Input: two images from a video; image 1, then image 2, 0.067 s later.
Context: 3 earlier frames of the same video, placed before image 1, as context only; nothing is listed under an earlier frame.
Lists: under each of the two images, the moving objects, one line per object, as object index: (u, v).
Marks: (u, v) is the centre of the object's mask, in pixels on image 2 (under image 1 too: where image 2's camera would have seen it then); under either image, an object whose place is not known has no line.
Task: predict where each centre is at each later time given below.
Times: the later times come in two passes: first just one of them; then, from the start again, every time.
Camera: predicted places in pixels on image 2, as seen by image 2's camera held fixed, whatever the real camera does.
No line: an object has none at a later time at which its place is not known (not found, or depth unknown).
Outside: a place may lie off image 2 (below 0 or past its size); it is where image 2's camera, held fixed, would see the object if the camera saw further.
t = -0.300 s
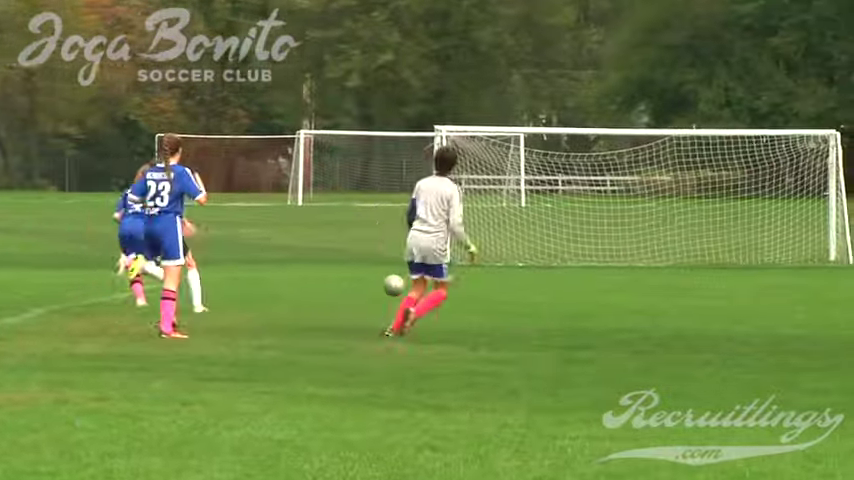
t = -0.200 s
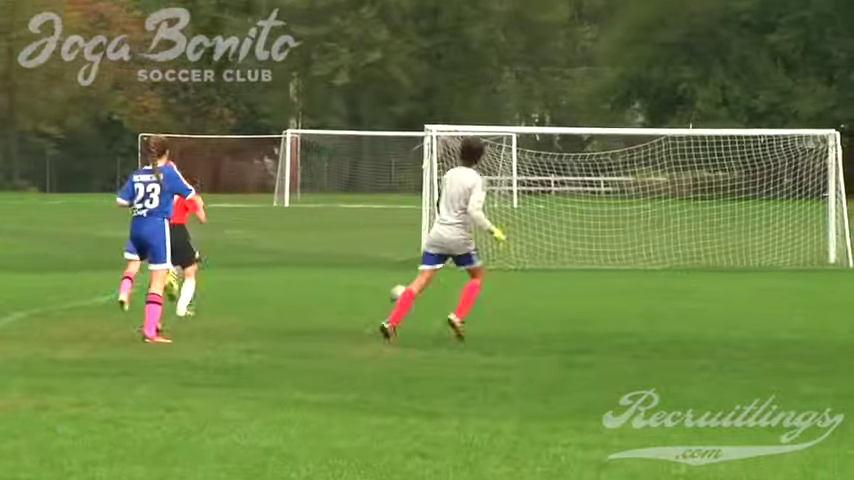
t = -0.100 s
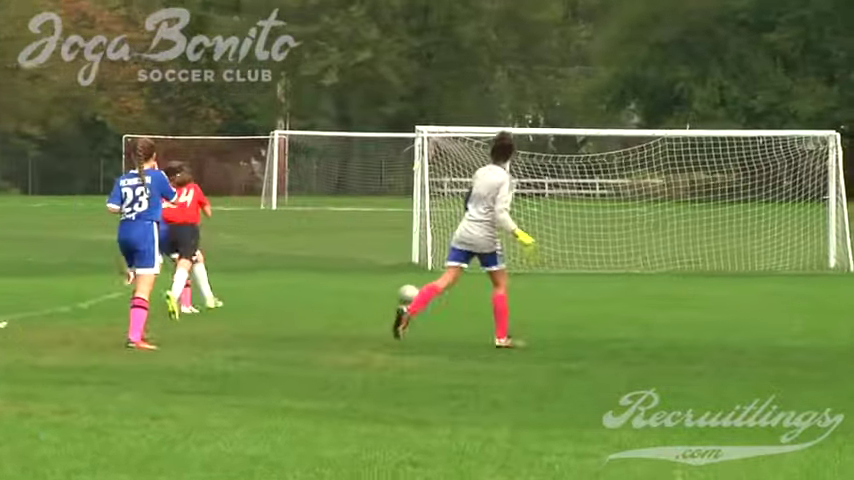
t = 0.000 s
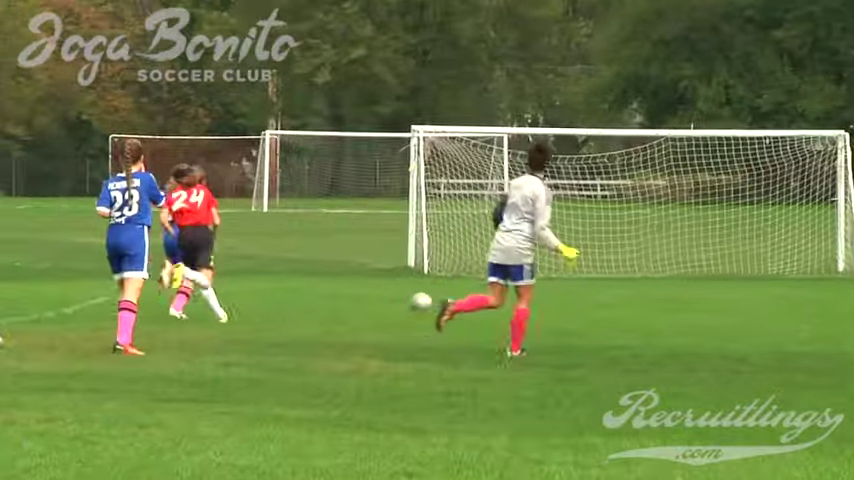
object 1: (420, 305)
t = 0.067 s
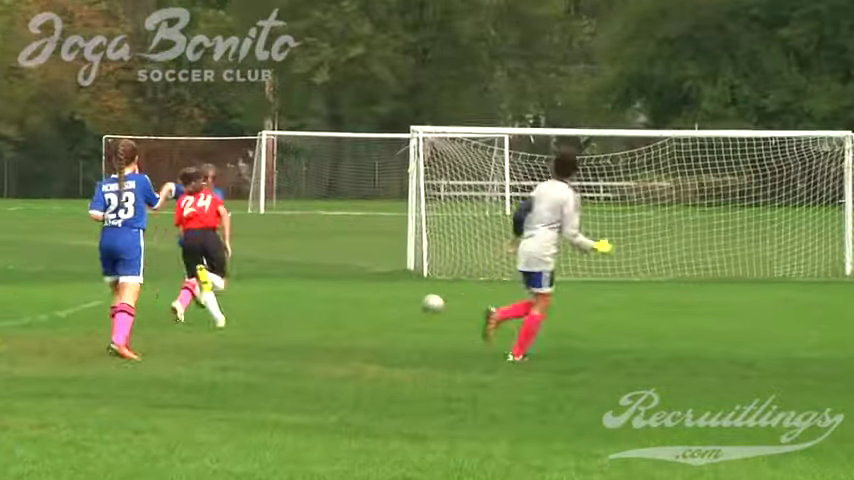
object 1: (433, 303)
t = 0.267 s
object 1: (466, 303)
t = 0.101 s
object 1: (438, 303)
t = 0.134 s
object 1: (443, 304)
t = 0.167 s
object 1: (449, 305)
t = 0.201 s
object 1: (455, 305)
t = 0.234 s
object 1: (460, 304)
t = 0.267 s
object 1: (466, 303)
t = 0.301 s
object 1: (471, 303)
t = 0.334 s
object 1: (476, 302)
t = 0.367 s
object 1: (481, 302)
